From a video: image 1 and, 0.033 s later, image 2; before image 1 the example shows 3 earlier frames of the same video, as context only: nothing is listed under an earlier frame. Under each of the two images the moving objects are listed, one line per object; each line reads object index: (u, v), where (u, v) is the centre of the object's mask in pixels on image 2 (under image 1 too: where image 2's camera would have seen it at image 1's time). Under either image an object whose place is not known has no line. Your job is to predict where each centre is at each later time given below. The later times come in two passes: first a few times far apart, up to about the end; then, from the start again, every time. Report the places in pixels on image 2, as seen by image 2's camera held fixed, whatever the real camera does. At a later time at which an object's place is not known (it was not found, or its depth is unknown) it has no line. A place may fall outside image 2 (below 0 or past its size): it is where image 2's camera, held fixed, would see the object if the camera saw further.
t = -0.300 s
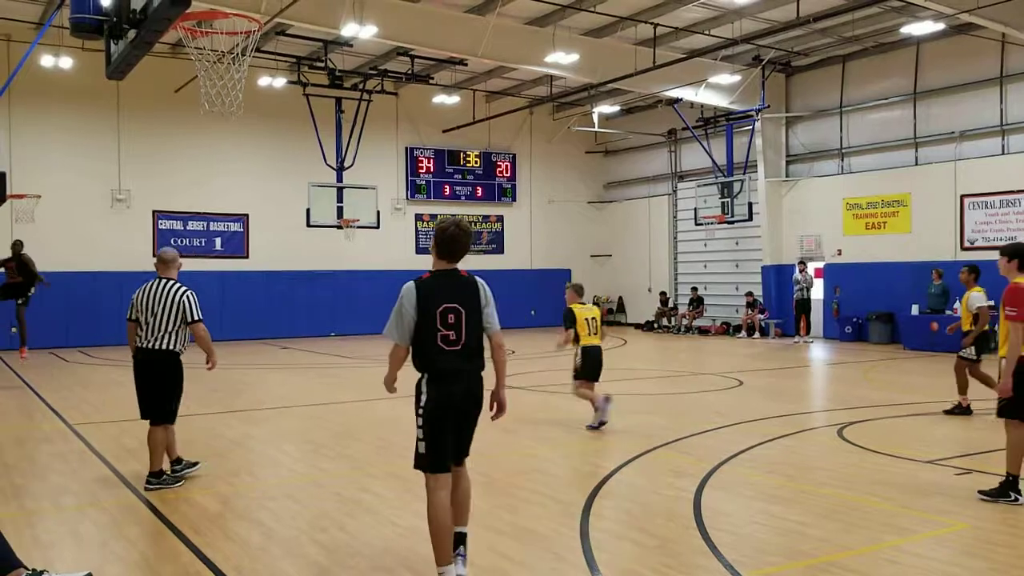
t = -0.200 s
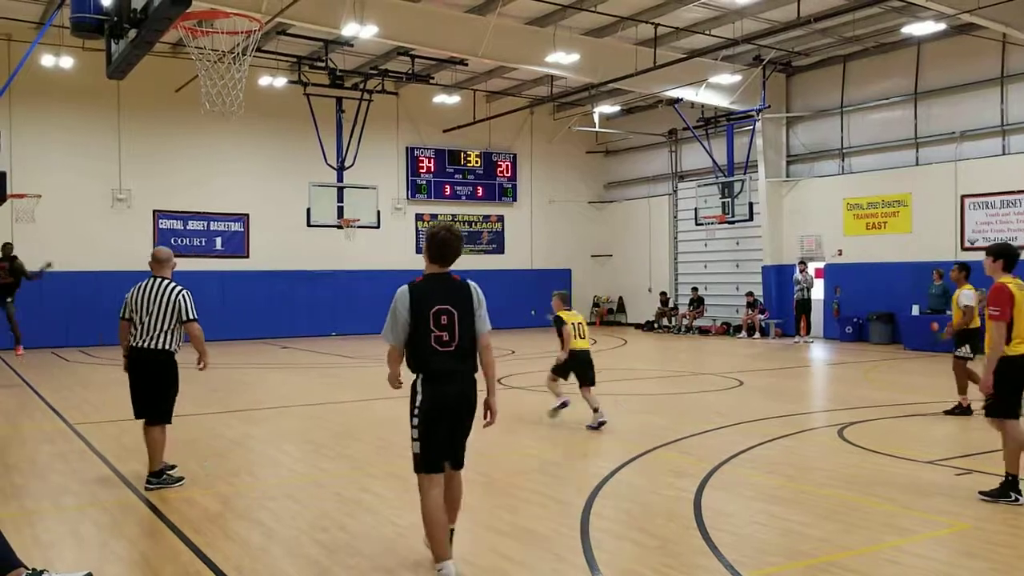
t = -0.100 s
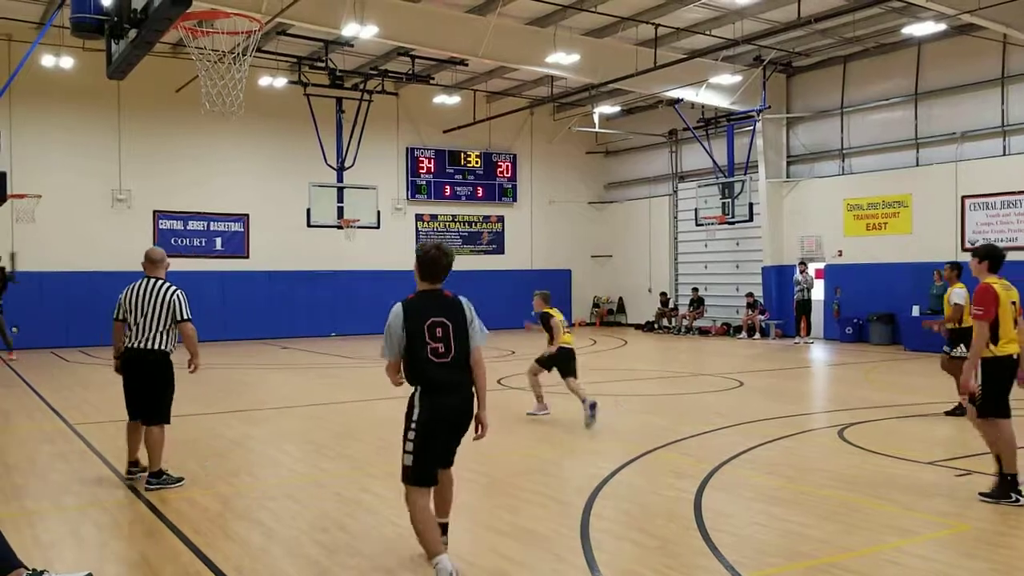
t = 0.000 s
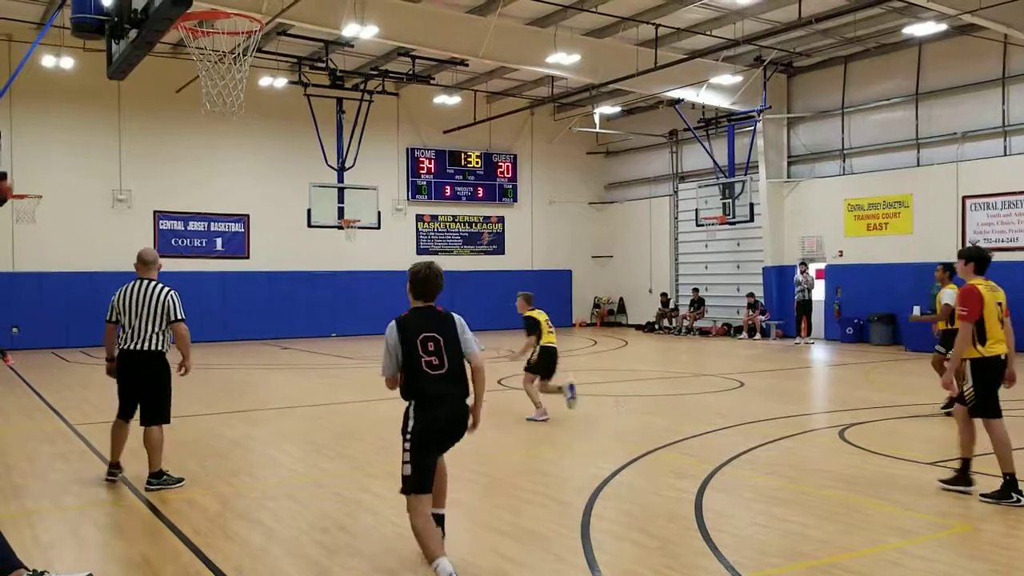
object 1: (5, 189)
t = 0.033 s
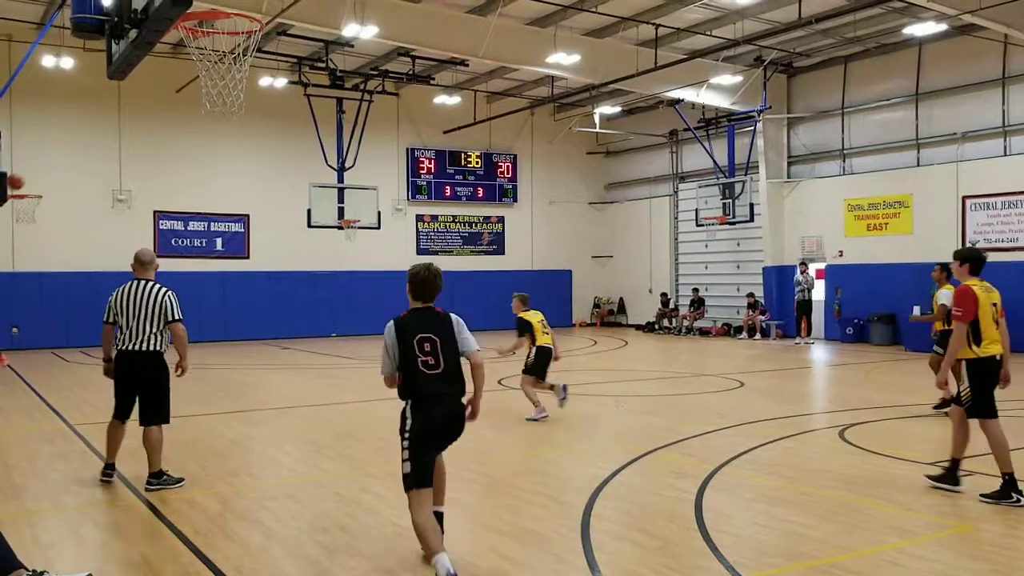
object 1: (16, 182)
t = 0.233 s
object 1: (83, 153)
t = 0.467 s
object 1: (171, 150)
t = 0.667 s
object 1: (258, 183)
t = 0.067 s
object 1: (26, 176)
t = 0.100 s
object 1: (37, 170)
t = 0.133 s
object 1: (49, 165)
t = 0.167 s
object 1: (60, 159)
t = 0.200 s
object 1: (71, 156)
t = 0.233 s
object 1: (83, 153)
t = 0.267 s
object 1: (95, 150)
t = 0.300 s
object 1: (108, 148)
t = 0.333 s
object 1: (120, 147)
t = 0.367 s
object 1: (133, 147)
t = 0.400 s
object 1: (145, 148)
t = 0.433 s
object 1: (159, 149)
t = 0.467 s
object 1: (171, 150)
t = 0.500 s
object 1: (185, 154)
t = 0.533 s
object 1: (199, 158)
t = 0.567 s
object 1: (213, 163)
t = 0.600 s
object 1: (228, 169)
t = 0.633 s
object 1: (243, 175)
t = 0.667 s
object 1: (258, 183)
